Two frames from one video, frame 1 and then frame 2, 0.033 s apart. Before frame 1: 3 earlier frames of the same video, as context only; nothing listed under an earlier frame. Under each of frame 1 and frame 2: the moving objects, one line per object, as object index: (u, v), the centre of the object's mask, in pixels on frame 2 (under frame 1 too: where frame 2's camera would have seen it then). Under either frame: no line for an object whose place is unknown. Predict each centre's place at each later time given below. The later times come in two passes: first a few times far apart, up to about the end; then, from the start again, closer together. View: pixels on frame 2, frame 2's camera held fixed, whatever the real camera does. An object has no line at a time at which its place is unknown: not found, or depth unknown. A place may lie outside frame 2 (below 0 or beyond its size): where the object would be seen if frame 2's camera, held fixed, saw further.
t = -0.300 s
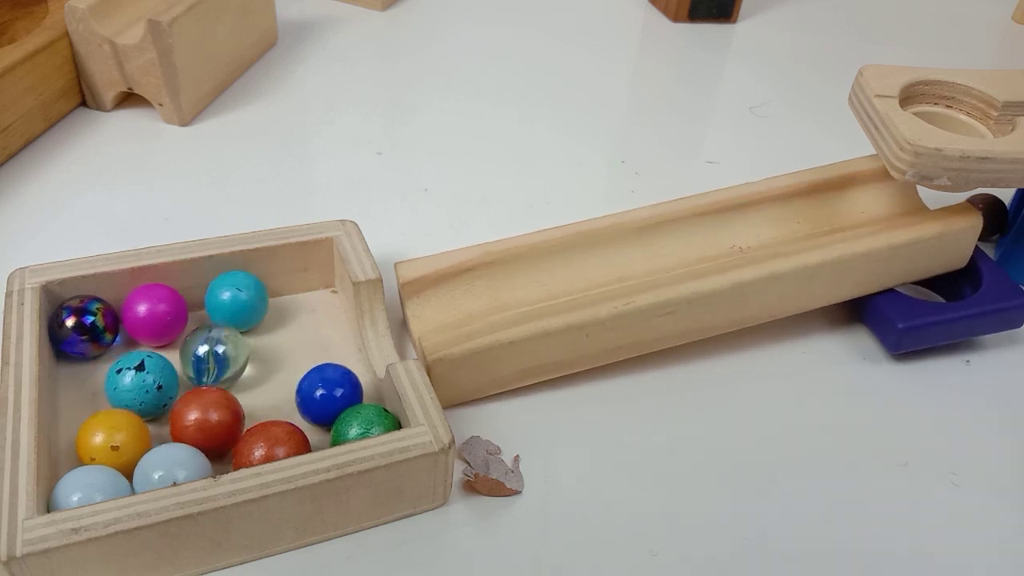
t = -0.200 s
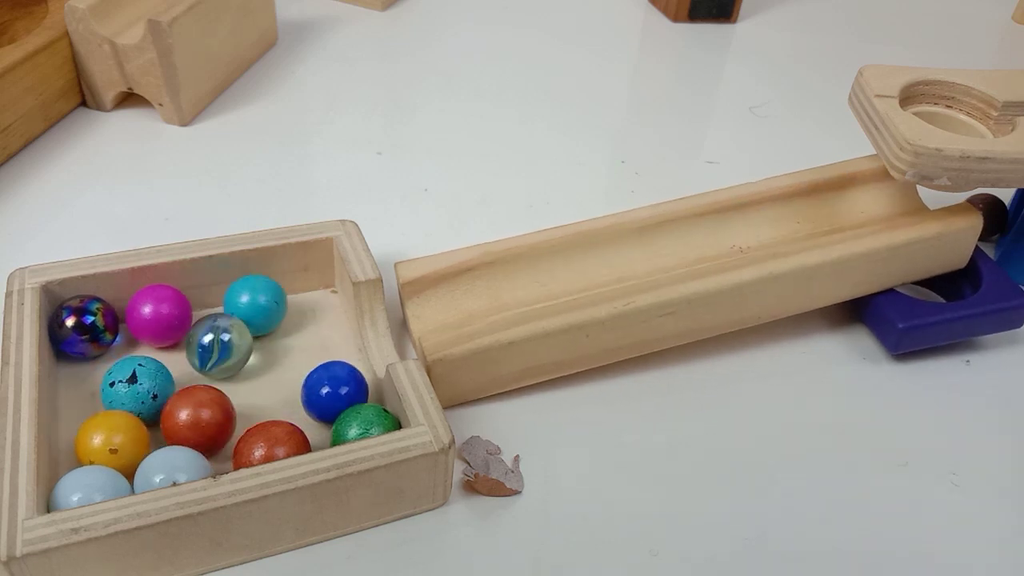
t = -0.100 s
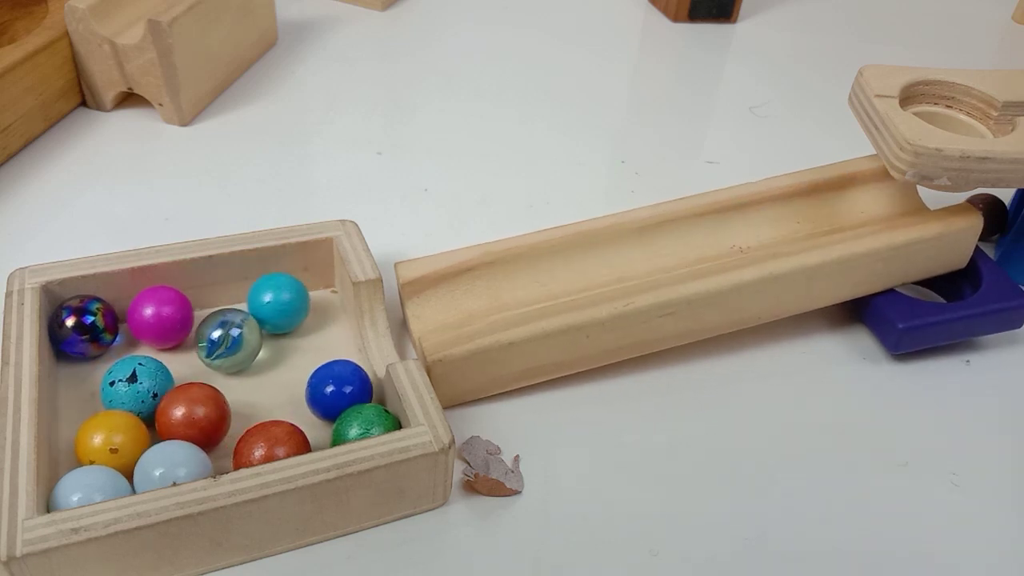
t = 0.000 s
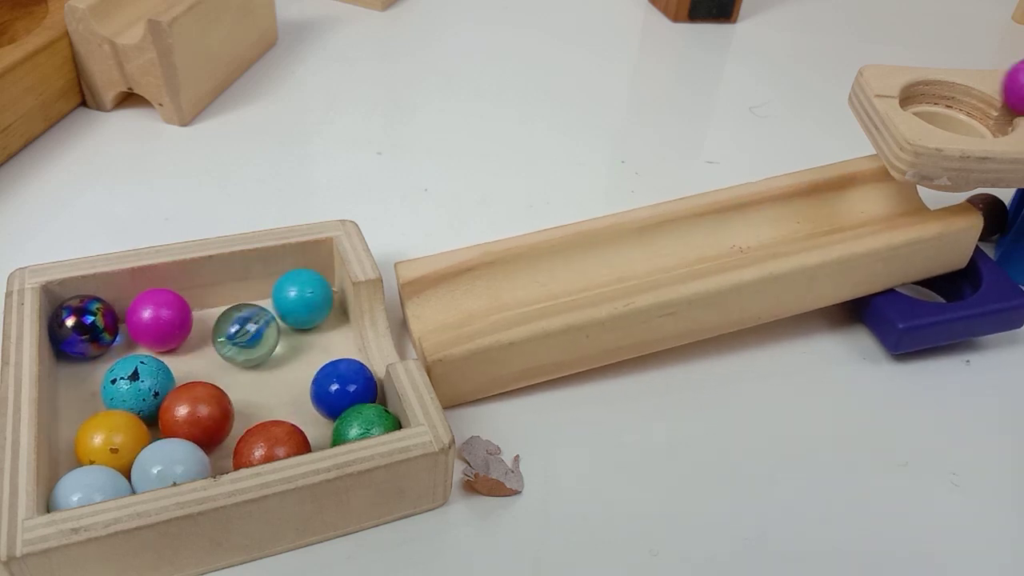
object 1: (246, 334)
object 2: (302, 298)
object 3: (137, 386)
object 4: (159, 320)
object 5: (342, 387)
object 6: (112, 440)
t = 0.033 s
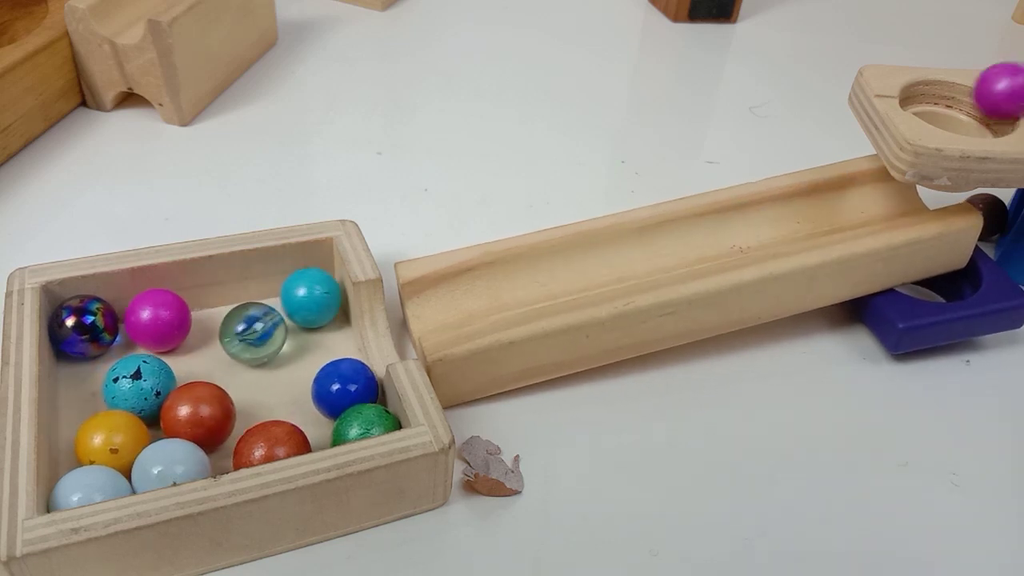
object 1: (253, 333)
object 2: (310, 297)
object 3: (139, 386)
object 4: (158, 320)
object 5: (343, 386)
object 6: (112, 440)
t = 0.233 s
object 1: (271, 340)
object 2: (315, 298)
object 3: (142, 385)
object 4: (160, 318)
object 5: (342, 387)
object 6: (112, 440)
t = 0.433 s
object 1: (267, 359)
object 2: (316, 298)
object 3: (141, 386)
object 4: (160, 318)
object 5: (342, 387)
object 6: (111, 440)
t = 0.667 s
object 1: (176, 351)
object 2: (312, 289)
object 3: (121, 386)
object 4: (148, 308)
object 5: (313, 387)
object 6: (110, 441)
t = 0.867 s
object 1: (157, 355)
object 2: (314, 298)
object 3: (90, 384)
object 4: (151, 307)
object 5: (325, 377)
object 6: (104, 439)
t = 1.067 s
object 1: (159, 356)
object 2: (313, 298)
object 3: (96, 387)
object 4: (150, 307)
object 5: (344, 375)
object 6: (109, 441)
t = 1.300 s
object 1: (161, 355)
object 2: (316, 298)
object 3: (99, 386)
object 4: (150, 307)
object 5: (347, 385)
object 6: (108, 440)
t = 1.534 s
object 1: (163, 355)
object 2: (316, 298)
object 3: (100, 386)
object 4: (150, 307)
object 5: (347, 386)
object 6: (108, 440)
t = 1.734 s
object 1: (167, 354)
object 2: (316, 298)
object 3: (106, 385)
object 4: (150, 307)
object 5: (347, 386)
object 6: (108, 440)
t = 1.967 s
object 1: (178, 351)
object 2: (316, 298)
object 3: (115, 385)
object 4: (148, 309)
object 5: (347, 386)
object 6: (108, 440)
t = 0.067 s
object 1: (260, 332)
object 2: (314, 298)
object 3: (140, 385)
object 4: (157, 320)
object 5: (344, 386)
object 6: (112, 440)
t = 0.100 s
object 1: (266, 331)
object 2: (313, 298)
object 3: (141, 385)
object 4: (158, 320)
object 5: (344, 386)
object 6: (112, 440)
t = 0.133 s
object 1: (268, 333)
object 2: (314, 298)
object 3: (142, 385)
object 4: (159, 319)
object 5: (344, 386)
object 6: (112, 440)
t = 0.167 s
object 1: (270, 335)
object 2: (316, 298)
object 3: (142, 384)
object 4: (159, 319)
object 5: (343, 387)
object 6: (112, 440)
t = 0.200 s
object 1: (271, 337)
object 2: (315, 298)
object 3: (142, 384)
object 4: (159, 319)
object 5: (343, 387)
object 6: (112, 440)
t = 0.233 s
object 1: (271, 340)
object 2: (315, 298)
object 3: (142, 385)
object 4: (160, 318)
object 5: (342, 387)
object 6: (112, 440)
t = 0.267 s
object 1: (271, 343)
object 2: (314, 298)
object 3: (142, 385)
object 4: (160, 318)
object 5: (341, 387)
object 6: (112, 440)
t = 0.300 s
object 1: (270, 346)
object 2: (314, 298)
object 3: (142, 385)
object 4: (160, 318)
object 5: (341, 387)
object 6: (111, 440)
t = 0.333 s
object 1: (269, 350)
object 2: (315, 298)
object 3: (141, 386)
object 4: (160, 318)
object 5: (342, 387)
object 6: (112, 440)
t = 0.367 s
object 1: (268, 353)
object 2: (315, 298)
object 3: (141, 386)
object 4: (160, 318)
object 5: (342, 387)
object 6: (112, 440)
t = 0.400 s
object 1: (267, 357)
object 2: (316, 299)
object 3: (141, 386)
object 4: (160, 318)
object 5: (342, 387)
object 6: (112, 440)
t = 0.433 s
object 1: (267, 359)
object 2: (316, 298)
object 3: (141, 386)
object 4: (160, 318)
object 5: (342, 387)
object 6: (111, 440)
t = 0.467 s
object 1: (268, 361)
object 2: (314, 298)
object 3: (141, 386)
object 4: (160, 318)
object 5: (342, 387)
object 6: (111, 440)
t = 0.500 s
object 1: (253, 361)
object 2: (314, 293)
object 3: (142, 386)
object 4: (160, 318)
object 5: (339, 387)
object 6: (111, 440)
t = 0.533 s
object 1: (227, 357)
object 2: (314, 290)
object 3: (142, 385)
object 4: (160, 318)
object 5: (333, 387)
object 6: (113, 441)
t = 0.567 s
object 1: (201, 352)
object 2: (313, 289)
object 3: (142, 385)
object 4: (157, 315)
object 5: (327, 388)
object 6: (114, 441)
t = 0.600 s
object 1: (190, 351)
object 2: (312, 286)
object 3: (137, 386)
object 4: (150, 311)
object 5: (322, 388)
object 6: (114, 440)
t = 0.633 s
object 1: (182, 351)
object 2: (312, 288)
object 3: (130, 387)
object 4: (149, 309)
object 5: (316, 388)
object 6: (112, 441)
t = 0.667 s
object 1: (176, 351)
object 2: (312, 289)
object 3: (121, 386)
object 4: (148, 308)
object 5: (313, 387)
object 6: (110, 441)
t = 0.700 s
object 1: (171, 352)
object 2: (313, 290)
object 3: (111, 386)
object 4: (149, 308)
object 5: (312, 386)
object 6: (108, 441)
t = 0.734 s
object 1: (167, 353)
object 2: (313, 291)
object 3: (101, 387)
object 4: (149, 307)
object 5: (313, 384)
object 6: (106, 441)
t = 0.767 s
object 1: (163, 354)
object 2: (314, 293)
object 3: (93, 386)
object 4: (150, 308)
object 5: (315, 383)
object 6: (105, 441)
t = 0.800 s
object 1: (160, 354)
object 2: (314, 294)
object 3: (86, 386)
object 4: (150, 307)
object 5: (318, 381)
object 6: (104, 440)
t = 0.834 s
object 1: (157, 355)
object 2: (314, 296)
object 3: (89, 384)
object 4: (150, 307)
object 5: (322, 379)
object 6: (104, 439)
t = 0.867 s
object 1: (157, 355)
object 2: (314, 298)
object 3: (90, 384)
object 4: (151, 307)
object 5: (325, 377)
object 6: (104, 439)
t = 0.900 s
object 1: (157, 355)
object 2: (314, 299)
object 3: (90, 385)
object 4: (151, 307)
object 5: (330, 376)
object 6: (106, 440)
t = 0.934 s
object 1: (158, 355)
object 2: (315, 299)
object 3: (90, 386)
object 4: (150, 307)
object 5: (335, 375)
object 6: (107, 440)
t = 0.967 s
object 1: (158, 356)
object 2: (315, 298)
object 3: (91, 386)
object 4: (151, 307)
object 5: (339, 374)
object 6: (108, 440)
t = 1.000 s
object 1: (159, 355)
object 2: (314, 298)
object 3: (93, 386)
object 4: (151, 307)
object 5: (344, 373)
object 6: (109, 441)
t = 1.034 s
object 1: (159, 355)
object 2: (314, 298)
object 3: (95, 387)
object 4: (150, 307)
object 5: (344, 374)
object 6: (109, 441)
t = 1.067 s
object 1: (159, 356)
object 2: (313, 298)
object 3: (96, 387)
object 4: (150, 307)
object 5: (344, 375)
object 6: (109, 441)
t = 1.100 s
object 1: (159, 355)
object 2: (313, 298)
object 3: (97, 387)
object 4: (150, 307)
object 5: (345, 376)
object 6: (108, 440)
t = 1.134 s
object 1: (160, 355)
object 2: (314, 298)
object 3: (97, 387)
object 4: (150, 307)
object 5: (345, 377)
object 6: (108, 441)
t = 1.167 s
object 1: (160, 355)
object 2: (314, 298)
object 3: (98, 388)
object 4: (150, 307)
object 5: (345, 379)
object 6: (108, 441)
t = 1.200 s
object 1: (160, 355)
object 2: (315, 298)
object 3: (98, 387)
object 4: (150, 307)
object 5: (346, 381)
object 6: (109, 441)
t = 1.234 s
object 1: (160, 355)
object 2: (315, 298)
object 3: (98, 387)
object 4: (150, 307)
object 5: (346, 382)
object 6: (108, 441)
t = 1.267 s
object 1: (161, 355)
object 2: (316, 299)
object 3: (99, 387)
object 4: (150, 307)
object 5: (347, 383)
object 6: (108, 440)
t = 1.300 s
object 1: (161, 355)
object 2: (316, 298)
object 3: (99, 386)
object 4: (150, 307)
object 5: (347, 385)
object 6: (108, 440)
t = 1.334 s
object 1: (161, 355)
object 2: (316, 299)
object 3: (99, 386)
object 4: (150, 307)
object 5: (347, 386)
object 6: (108, 440)
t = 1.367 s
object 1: (161, 355)
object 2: (316, 298)
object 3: (99, 386)
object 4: (150, 307)
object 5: (347, 386)
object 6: (108, 440)
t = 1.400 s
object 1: (162, 355)
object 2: (316, 298)
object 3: (99, 386)
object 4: (150, 307)
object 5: (347, 386)
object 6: (108, 440)
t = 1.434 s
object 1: (162, 354)
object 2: (316, 298)
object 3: (99, 386)
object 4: (150, 307)
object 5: (347, 386)
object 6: (108, 440)
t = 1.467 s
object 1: (162, 355)
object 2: (316, 298)
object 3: (100, 386)
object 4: (150, 307)
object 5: (347, 386)
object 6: (108, 440)
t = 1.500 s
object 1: (162, 355)
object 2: (316, 298)
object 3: (100, 386)
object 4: (150, 307)
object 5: (347, 386)
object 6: (108, 440)
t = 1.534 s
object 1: (163, 355)
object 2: (316, 298)
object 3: (100, 386)
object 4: (150, 307)
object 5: (347, 386)
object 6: (108, 440)
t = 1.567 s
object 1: (163, 355)
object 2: (316, 299)
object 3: (100, 386)
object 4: (150, 307)
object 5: (347, 386)
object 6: (108, 440)
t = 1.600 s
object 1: (163, 354)
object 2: (316, 298)
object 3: (101, 386)
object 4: (150, 307)
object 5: (347, 386)
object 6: (108, 440)
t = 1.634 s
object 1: (164, 354)
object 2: (316, 298)
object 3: (102, 385)
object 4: (150, 307)
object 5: (347, 386)
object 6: (108, 440)
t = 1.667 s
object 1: (165, 354)
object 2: (316, 299)
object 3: (103, 385)
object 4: (150, 307)
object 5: (347, 386)
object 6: (108, 440)
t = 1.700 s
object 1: (166, 354)
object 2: (316, 298)
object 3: (104, 385)
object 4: (150, 308)
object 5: (347, 386)
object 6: (108, 440)
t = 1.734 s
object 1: (167, 354)
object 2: (316, 298)
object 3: (106, 385)
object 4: (150, 307)
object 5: (347, 386)
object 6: (108, 440)
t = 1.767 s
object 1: (169, 354)
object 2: (316, 298)
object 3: (108, 385)
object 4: (149, 308)
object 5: (347, 386)
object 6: (108, 440)
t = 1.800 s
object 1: (170, 353)
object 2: (316, 298)
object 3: (110, 385)
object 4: (149, 308)
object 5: (347, 386)
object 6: (108, 440)
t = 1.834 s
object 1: (172, 353)
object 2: (316, 298)
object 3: (112, 385)
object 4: (149, 308)
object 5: (347, 386)
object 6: (108, 440)
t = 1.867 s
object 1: (173, 353)
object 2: (316, 298)
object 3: (113, 385)
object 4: (149, 308)
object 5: (347, 386)
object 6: (108, 441)
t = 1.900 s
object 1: (175, 352)
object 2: (316, 298)
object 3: (113, 385)
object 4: (149, 308)
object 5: (347, 386)
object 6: (108, 441)
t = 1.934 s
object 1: (177, 351)
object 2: (316, 298)
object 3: (114, 385)
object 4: (149, 309)
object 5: (347, 386)
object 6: (108, 441)
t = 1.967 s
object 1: (178, 351)
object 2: (316, 298)
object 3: (115, 385)
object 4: (148, 309)
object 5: (347, 386)
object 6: (108, 440)
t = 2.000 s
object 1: (180, 350)
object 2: (316, 298)
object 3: (116, 385)
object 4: (148, 309)
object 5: (347, 386)
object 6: (108, 440)
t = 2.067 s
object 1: (184, 350)
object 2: (316, 298)
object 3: (117, 385)
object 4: (149, 310)
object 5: (347, 386)
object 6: (108, 441)
